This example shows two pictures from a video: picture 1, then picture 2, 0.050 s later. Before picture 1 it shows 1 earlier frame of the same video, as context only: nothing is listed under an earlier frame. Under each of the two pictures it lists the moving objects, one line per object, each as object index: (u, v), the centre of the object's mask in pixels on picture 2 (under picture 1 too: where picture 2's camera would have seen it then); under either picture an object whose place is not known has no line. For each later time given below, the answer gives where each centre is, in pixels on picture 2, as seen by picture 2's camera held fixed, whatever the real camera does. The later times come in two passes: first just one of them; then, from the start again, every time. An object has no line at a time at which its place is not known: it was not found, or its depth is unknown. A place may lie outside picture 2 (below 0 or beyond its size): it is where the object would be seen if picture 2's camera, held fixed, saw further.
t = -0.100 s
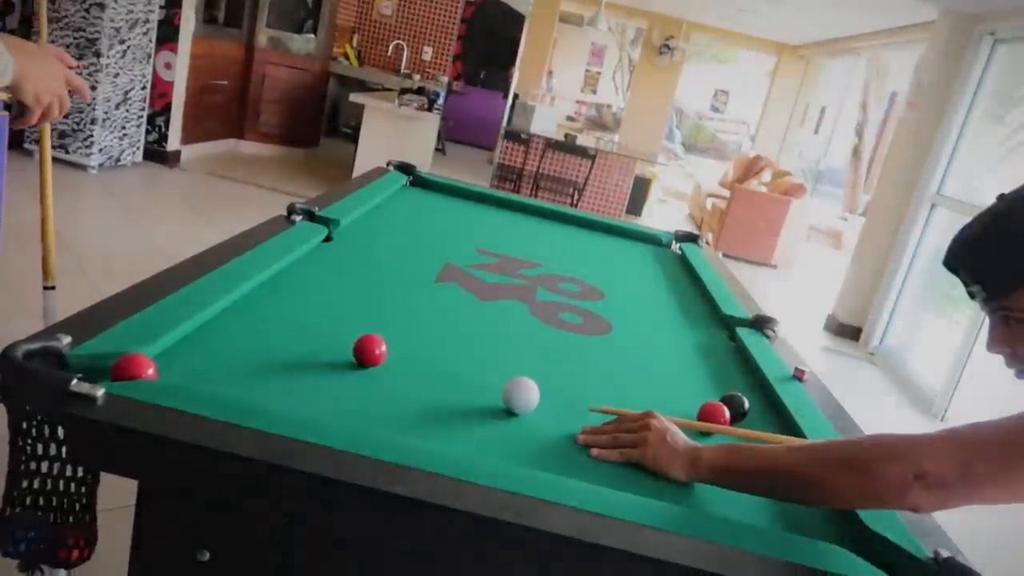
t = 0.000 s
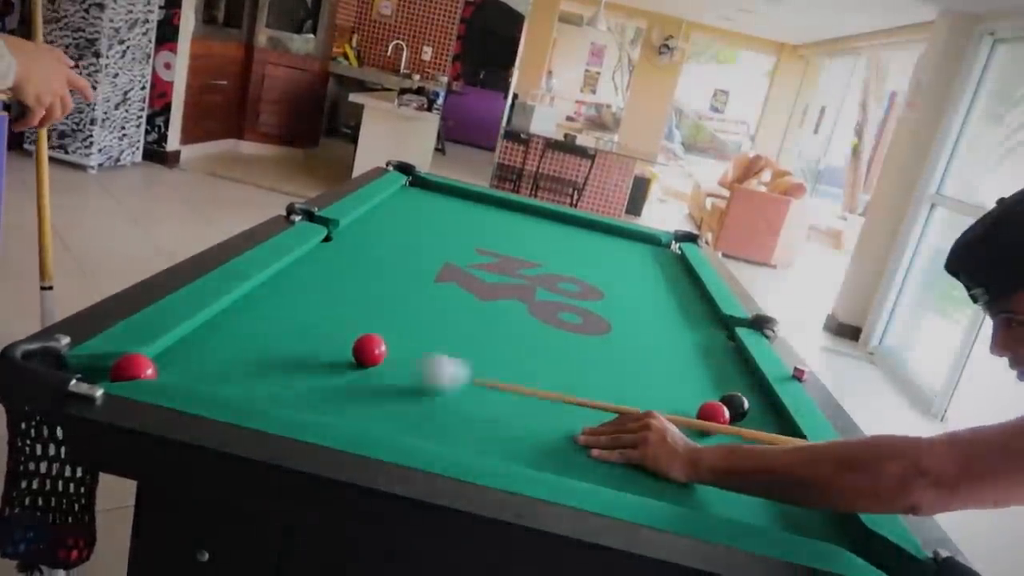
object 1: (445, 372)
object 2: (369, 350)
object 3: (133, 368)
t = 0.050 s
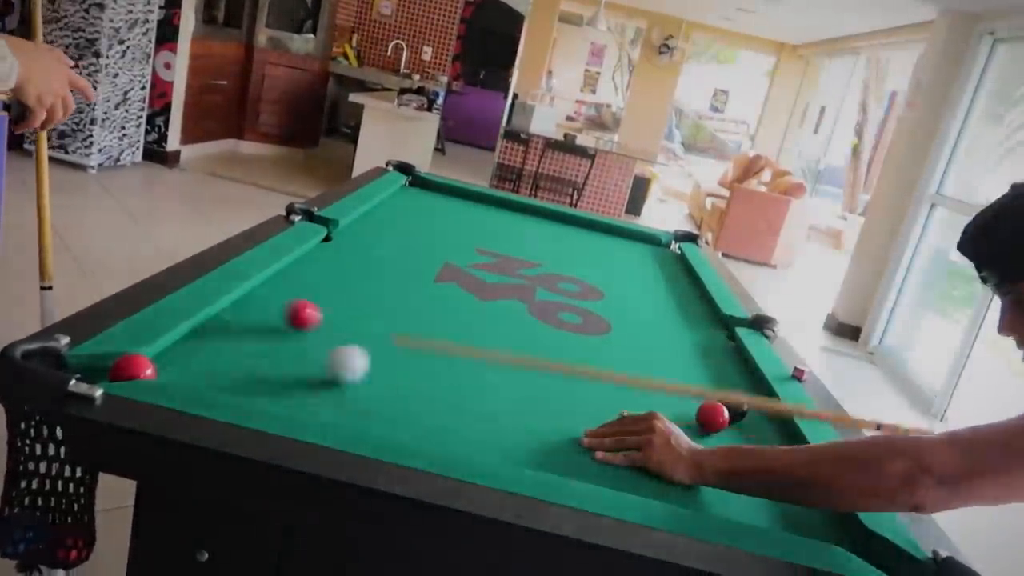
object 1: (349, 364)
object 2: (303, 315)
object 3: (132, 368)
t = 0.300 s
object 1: (154, 366)
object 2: (536, 336)
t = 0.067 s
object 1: (325, 366)
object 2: (273, 302)
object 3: (132, 368)
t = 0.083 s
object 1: (301, 367)
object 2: (261, 294)
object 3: (132, 368)
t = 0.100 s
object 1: (275, 369)
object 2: (287, 298)
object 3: (133, 368)
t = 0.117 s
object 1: (251, 369)
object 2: (311, 302)
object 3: (133, 368)
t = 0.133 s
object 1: (225, 371)
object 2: (335, 306)
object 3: (132, 368)
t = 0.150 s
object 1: (200, 370)
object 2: (358, 309)
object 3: (132, 368)
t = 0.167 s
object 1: (180, 370)
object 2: (380, 312)
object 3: (123, 368)
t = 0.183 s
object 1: (177, 370)
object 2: (402, 316)
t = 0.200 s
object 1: (173, 371)
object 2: (423, 319)
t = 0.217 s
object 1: (168, 371)
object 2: (443, 322)
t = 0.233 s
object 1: (167, 371)
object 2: (463, 325)
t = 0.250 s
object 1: (165, 370)
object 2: (482, 328)
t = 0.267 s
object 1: (162, 369)
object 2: (500, 331)
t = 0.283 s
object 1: (157, 368)
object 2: (519, 333)
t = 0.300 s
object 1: (154, 366)
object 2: (536, 336)
